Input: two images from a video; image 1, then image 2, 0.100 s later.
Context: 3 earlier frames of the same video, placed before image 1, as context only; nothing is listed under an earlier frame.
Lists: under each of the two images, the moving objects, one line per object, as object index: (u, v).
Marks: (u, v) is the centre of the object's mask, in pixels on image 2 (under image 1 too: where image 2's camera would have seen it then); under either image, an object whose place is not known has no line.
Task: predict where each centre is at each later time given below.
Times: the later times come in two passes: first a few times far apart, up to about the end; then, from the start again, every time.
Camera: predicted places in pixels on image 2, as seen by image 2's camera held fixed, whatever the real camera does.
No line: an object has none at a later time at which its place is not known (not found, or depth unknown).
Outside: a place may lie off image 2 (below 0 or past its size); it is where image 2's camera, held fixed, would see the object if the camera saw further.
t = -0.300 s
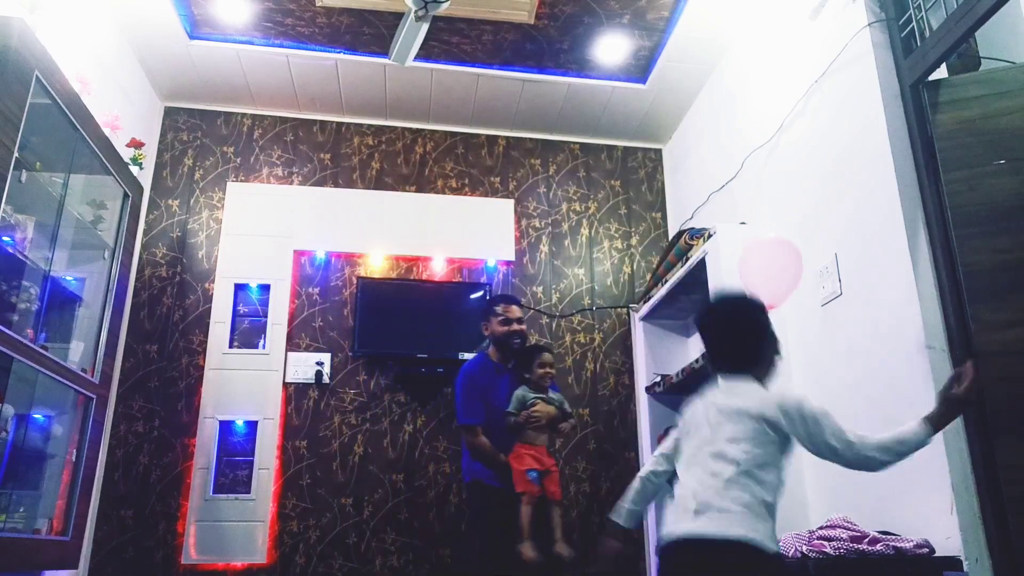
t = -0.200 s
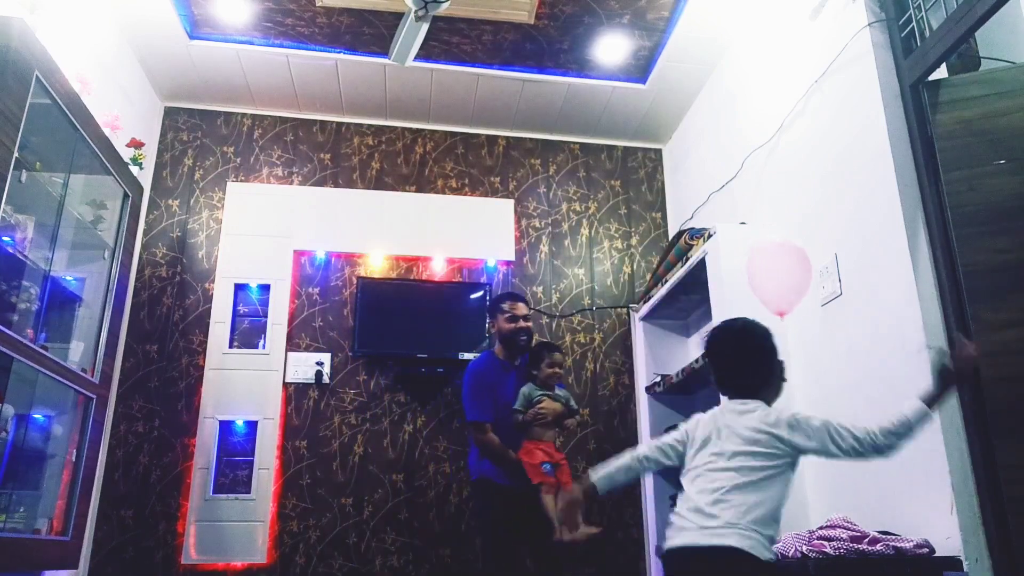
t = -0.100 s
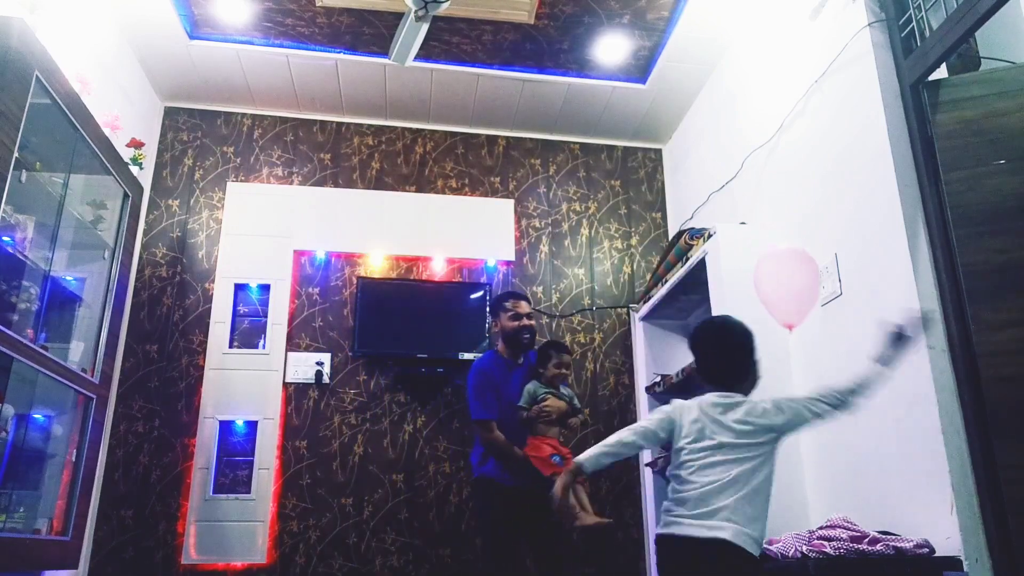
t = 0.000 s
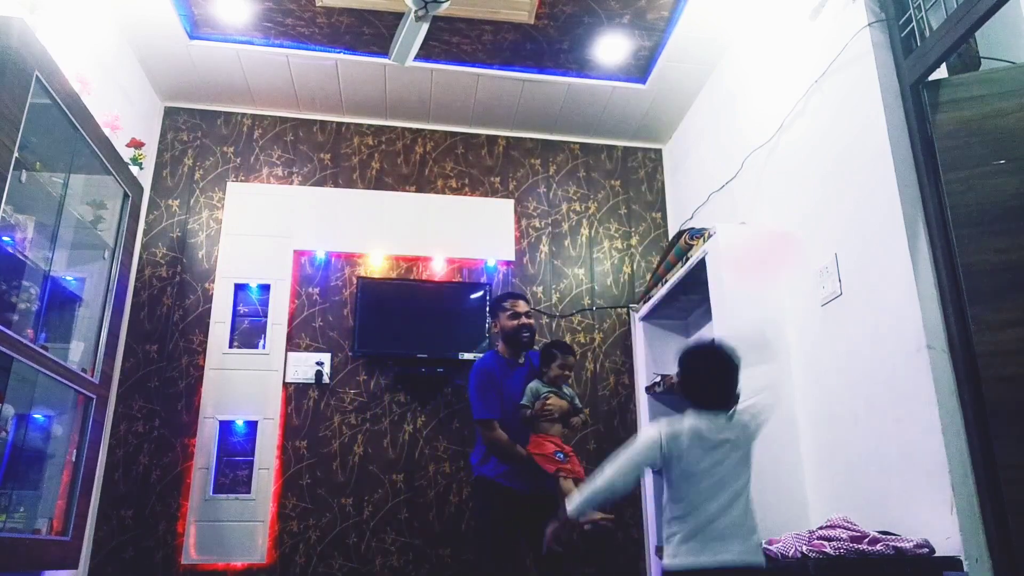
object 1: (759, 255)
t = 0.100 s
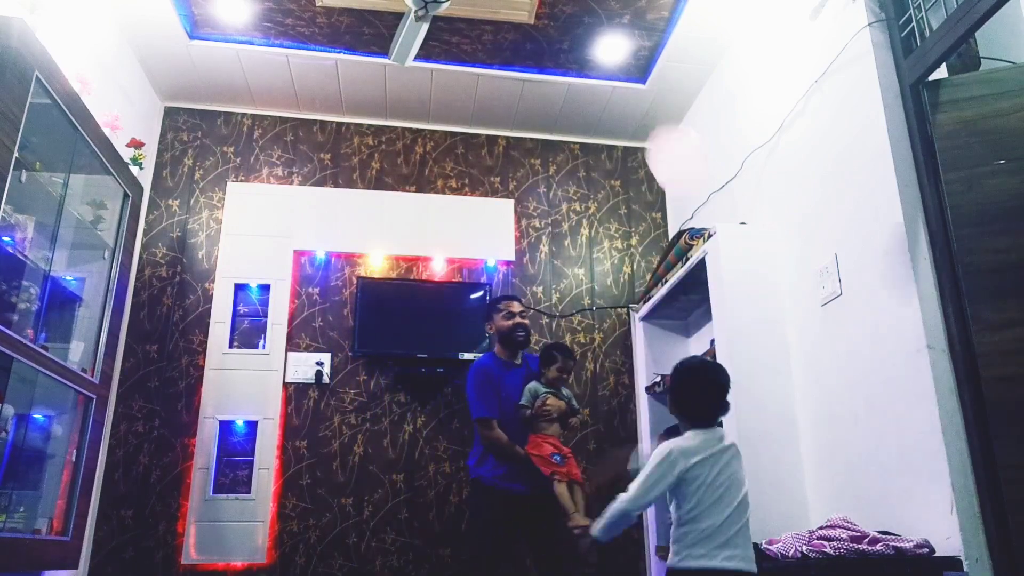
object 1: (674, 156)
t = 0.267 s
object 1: (646, 87)
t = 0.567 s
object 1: (634, 59)
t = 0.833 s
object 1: (630, 71)
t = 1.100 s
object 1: (633, 92)
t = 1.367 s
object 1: (636, 136)
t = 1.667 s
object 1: (634, 198)
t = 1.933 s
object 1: (635, 259)
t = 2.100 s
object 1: (639, 299)
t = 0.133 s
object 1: (669, 139)
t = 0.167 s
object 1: (660, 120)
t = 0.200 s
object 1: (655, 108)
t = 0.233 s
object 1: (651, 97)
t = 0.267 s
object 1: (646, 87)
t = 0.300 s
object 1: (642, 80)
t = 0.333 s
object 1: (641, 74)
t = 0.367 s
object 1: (640, 69)
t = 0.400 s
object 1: (639, 66)
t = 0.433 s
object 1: (637, 63)
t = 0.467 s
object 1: (637, 61)
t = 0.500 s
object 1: (636, 60)
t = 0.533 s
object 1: (635, 59)
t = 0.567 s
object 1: (634, 59)
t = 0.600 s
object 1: (633, 60)
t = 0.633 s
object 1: (632, 60)
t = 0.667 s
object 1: (632, 61)
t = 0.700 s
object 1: (631, 63)
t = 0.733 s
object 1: (631, 65)
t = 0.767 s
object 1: (630, 67)
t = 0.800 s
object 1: (630, 69)
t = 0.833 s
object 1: (630, 71)
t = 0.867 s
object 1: (630, 73)
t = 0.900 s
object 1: (630, 75)
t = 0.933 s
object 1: (630, 76)
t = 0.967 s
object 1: (631, 79)
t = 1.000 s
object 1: (631, 81)
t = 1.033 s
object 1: (632, 84)
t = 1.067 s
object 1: (633, 88)
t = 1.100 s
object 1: (633, 92)
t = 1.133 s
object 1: (634, 97)
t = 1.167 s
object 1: (634, 101)
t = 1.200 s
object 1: (635, 107)
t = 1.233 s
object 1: (635, 112)
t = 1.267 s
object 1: (635, 118)
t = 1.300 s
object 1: (635, 124)
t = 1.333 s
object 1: (636, 130)
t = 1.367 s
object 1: (636, 136)
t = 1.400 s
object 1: (635, 143)
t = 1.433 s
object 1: (635, 149)
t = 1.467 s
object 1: (635, 155)
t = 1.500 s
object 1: (635, 162)
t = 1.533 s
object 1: (635, 169)
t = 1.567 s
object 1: (635, 176)
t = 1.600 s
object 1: (634, 183)
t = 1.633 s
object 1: (634, 191)
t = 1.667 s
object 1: (634, 198)
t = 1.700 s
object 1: (633, 206)
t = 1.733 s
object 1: (633, 213)
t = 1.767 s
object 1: (633, 220)
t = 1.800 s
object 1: (634, 228)
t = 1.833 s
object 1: (634, 236)
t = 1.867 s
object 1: (634, 244)
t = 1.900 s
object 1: (634, 251)
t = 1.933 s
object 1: (635, 259)
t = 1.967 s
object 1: (636, 267)
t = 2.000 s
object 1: (636, 275)
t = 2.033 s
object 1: (637, 283)
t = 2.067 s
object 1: (638, 291)
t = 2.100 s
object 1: (639, 299)
